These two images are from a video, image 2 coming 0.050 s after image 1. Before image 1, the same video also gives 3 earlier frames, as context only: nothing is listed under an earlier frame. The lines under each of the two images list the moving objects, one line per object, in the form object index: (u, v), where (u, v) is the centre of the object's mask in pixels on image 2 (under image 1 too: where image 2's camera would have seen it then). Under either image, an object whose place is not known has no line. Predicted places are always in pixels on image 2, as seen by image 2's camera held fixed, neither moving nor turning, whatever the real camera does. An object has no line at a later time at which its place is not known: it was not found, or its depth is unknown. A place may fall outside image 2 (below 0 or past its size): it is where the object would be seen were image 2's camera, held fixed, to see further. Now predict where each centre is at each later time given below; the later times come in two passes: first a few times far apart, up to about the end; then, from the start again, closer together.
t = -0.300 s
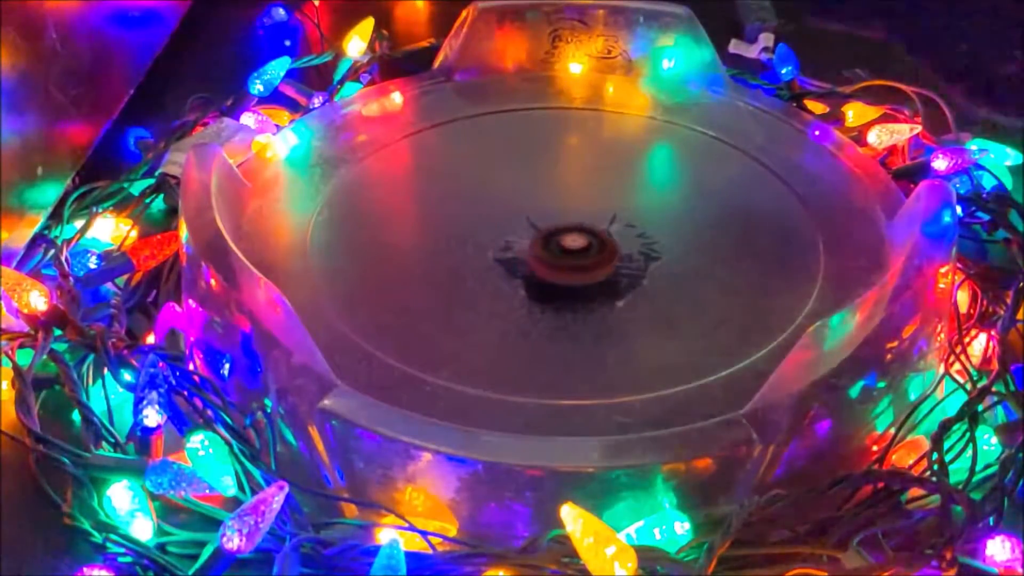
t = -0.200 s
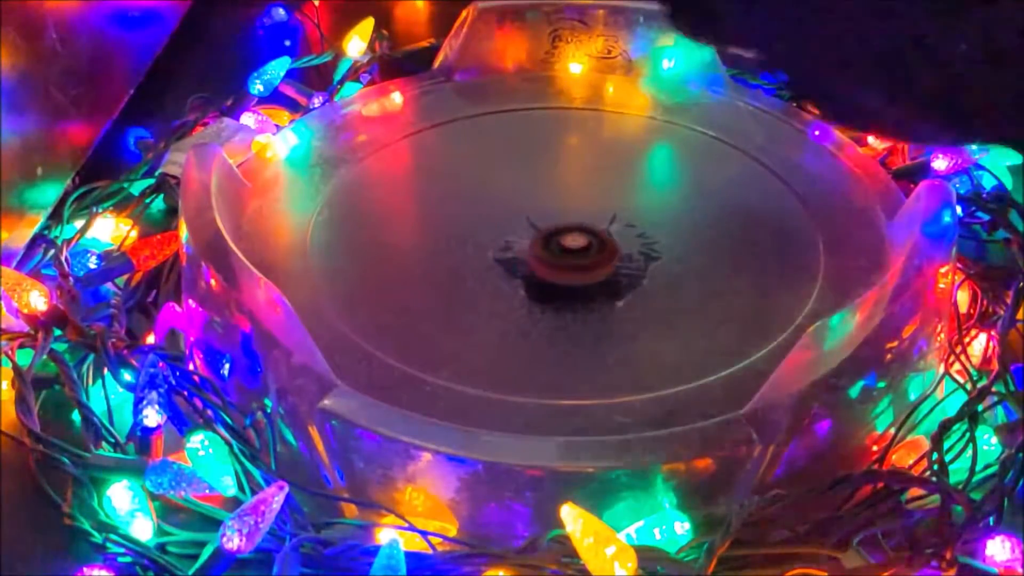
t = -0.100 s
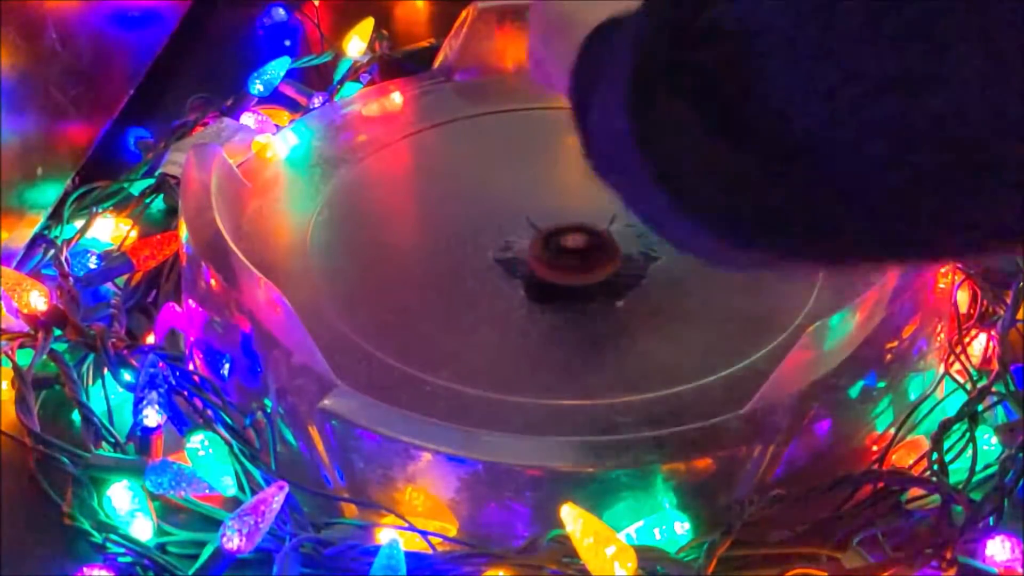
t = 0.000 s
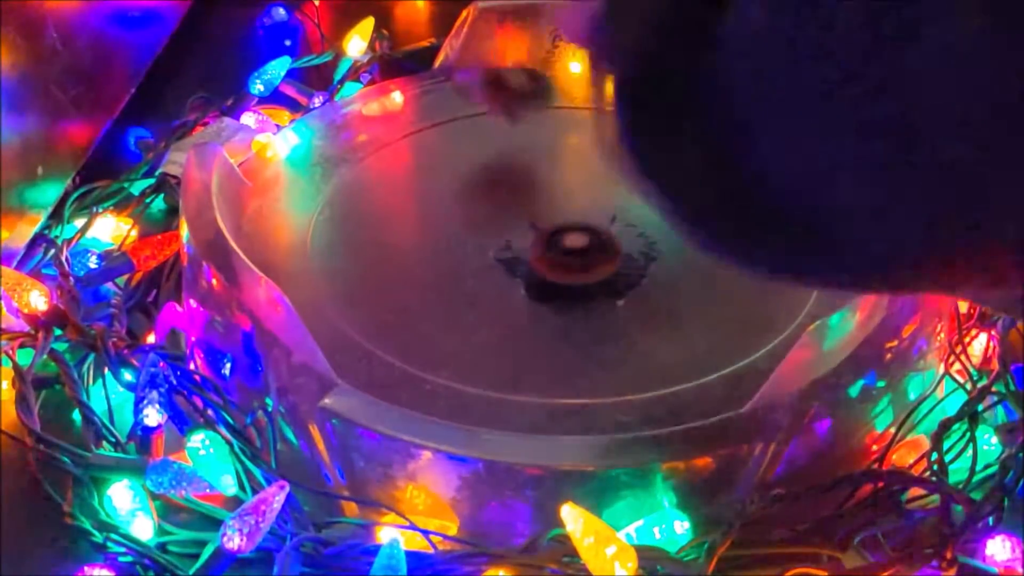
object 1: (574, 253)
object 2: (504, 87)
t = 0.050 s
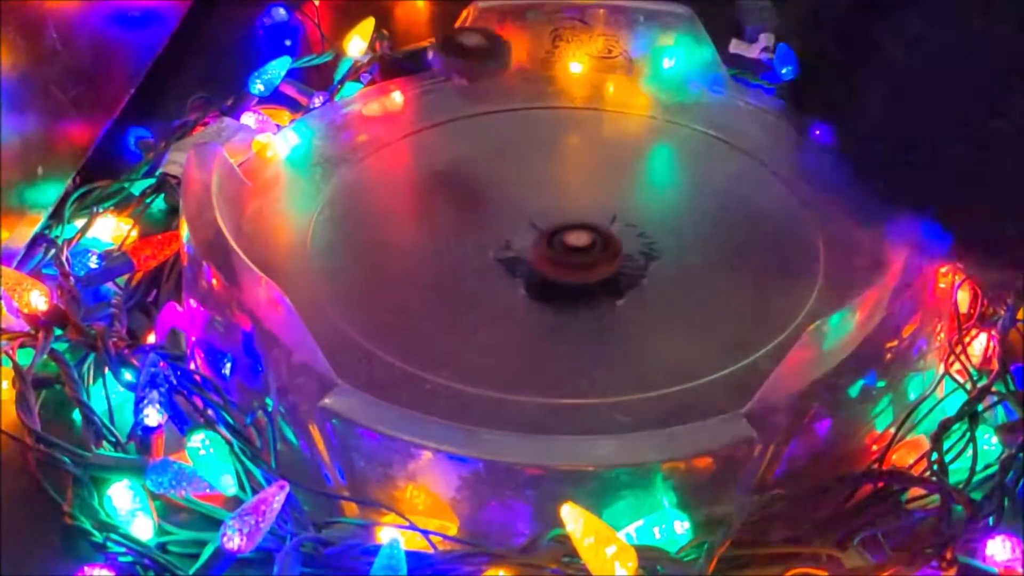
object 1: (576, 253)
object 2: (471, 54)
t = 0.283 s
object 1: (577, 253)
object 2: (339, 116)
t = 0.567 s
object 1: (576, 247)
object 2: (375, 205)
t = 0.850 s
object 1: (580, 243)
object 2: (485, 261)
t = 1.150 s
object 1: (637, 239)
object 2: (533, 287)
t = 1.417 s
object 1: (632, 236)
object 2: (587, 284)
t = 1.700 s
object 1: (637, 231)
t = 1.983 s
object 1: (625, 222)
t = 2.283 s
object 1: (624, 218)
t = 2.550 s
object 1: (607, 220)
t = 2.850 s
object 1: (575, 215)
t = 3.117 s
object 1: (565, 209)
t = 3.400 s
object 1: (554, 206)
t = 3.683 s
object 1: (566, 205)
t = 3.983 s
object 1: (583, 215)
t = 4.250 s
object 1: (590, 223)
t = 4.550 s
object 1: (607, 230)
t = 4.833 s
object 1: (612, 235)
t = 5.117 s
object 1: (620, 235)
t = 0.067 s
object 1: (576, 252)
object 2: (456, 51)
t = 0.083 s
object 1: (576, 252)
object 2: (441, 52)
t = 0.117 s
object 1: (576, 252)
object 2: (419, 67)
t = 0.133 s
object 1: (576, 252)
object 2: (405, 80)
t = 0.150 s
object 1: (576, 252)
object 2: (390, 95)
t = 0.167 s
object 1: (576, 252)
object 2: (381, 86)
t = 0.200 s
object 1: (576, 252)
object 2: (367, 87)
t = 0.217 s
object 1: (577, 253)
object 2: (357, 90)
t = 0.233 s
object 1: (577, 253)
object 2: (352, 100)
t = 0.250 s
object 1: (577, 253)
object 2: (347, 108)
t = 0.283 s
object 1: (577, 253)
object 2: (339, 116)
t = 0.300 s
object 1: (577, 252)
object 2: (338, 120)
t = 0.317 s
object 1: (577, 252)
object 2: (338, 124)
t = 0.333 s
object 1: (577, 252)
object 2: (337, 128)
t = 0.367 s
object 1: (577, 252)
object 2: (337, 135)
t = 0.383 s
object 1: (577, 251)
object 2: (338, 139)
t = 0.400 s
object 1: (577, 251)
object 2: (339, 143)
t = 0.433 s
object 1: (576, 250)
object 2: (342, 156)
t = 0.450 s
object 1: (576, 250)
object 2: (344, 163)
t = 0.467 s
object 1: (576, 249)
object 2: (347, 169)
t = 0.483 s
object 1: (576, 249)
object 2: (351, 175)
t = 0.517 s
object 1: (575, 248)
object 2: (360, 187)
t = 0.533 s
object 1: (575, 247)
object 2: (365, 193)
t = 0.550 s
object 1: (575, 247)
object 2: (370, 199)
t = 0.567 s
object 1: (576, 247)
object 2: (375, 205)
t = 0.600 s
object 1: (576, 246)
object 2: (388, 216)
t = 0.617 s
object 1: (576, 246)
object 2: (395, 221)
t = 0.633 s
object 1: (576, 246)
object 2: (400, 225)
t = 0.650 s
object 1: (576, 245)
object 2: (406, 231)
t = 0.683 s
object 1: (576, 245)
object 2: (420, 239)
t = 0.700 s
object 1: (577, 244)
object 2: (427, 242)
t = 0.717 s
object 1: (577, 244)
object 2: (433, 247)
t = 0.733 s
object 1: (578, 244)
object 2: (441, 250)
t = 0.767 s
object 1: (578, 244)
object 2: (452, 254)
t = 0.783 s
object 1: (578, 244)
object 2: (459, 256)
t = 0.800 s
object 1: (579, 244)
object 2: (467, 258)
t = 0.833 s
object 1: (579, 243)
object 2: (479, 260)
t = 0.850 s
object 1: (580, 243)
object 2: (485, 261)
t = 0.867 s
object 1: (581, 243)
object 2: (492, 262)
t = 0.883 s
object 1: (583, 242)
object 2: (499, 262)
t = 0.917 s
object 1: (586, 240)
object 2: (507, 263)
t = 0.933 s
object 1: (591, 235)
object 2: (500, 268)
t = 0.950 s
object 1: (602, 233)
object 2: (497, 271)
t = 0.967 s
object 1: (607, 229)
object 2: (492, 274)
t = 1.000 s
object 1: (617, 226)
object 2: (487, 278)
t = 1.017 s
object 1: (622, 225)
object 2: (488, 279)
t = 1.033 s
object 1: (627, 224)
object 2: (491, 281)
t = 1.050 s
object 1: (629, 224)
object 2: (494, 282)
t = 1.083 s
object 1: (632, 227)
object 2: (504, 285)
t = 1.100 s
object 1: (634, 230)
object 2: (511, 286)
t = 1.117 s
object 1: (636, 233)
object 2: (517, 287)
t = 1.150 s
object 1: (637, 239)
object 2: (533, 287)
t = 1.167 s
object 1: (636, 241)
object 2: (540, 287)
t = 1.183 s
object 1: (634, 243)
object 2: (548, 287)
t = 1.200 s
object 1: (632, 245)
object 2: (556, 285)
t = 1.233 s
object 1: (630, 245)
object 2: (569, 283)
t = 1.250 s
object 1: (629, 244)
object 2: (573, 282)
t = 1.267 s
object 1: (629, 242)
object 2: (571, 284)
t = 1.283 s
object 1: (629, 240)
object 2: (571, 285)
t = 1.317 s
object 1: (630, 238)
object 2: (572, 286)
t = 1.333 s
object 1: (630, 238)
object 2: (573, 286)
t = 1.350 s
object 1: (630, 237)
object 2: (576, 286)
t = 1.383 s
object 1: (631, 237)
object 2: (579, 286)
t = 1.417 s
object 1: (632, 236)
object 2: (587, 284)
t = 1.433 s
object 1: (632, 235)
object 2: (590, 283)
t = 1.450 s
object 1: (632, 235)
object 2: (593, 281)
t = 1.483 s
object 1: (633, 233)
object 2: (593, 282)
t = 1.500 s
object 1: (633, 231)
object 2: (590, 283)
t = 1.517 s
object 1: (634, 229)
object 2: (587, 285)
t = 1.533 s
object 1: (638, 227)
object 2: (586, 286)
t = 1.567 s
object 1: (640, 225)
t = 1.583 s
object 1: (641, 225)
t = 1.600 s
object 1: (641, 226)
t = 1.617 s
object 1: (641, 226)
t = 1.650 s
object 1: (641, 229)
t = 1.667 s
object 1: (640, 230)
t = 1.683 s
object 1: (638, 230)
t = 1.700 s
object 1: (637, 231)
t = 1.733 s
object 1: (634, 231)
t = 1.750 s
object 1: (633, 231)
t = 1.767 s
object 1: (632, 231)
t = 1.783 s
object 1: (633, 231)
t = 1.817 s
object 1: (633, 230)
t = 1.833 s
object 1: (633, 230)
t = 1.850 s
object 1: (632, 229)
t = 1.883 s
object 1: (630, 227)
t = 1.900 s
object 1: (630, 226)
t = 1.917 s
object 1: (628, 225)
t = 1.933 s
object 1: (627, 224)
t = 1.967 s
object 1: (626, 223)
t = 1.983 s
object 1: (625, 222)
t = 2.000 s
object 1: (624, 221)
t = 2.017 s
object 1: (623, 220)
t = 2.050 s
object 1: (623, 219)
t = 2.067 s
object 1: (623, 218)
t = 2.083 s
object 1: (622, 218)
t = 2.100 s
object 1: (622, 217)
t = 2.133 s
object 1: (622, 216)
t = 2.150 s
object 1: (623, 216)
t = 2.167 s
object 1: (624, 216)
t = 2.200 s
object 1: (625, 217)
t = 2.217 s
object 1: (625, 217)
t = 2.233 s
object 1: (625, 217)
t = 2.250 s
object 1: (625, 218)
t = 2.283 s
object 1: (624, 218)
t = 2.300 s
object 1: (624, 219)
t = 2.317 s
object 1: (623, 219)
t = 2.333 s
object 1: (621, 219)
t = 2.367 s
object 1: (619, 219)
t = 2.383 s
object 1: (618, 219)
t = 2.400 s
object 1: (617, 219)
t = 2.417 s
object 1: (616, 219)
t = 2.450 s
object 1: (614, 219)
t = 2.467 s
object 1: (612, 219)
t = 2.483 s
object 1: (612, 219)
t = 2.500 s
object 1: (610, 219)
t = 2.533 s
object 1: (608, 220)
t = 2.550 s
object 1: (607, 220)
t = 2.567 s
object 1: (605, 220)
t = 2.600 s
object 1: (603, 220)
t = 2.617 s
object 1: (600, 220)
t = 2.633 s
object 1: (598, 220)
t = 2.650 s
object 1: (597, 220)
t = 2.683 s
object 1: (592, 219)
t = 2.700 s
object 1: (591, 220)
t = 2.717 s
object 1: (587, 219)
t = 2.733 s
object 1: (585, 219)
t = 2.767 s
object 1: (582, 218)
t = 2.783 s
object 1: (580, 217)
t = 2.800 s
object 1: (579, 216)
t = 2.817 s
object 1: (578, 216)
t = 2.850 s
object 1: (575, 215)
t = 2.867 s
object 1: (575, 215)
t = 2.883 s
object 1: (574, 217)
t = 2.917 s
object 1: (571, 214)
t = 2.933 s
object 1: (570, 213)
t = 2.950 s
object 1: (569, 212)
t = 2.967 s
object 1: (568, 212)
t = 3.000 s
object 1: (566, 210)
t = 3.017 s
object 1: (566, 209)
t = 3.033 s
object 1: (566, 209)
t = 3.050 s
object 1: (565, 209)
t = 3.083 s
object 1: (565, 209)
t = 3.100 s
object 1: (565, 209)
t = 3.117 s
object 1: (565, 209)
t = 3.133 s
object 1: (564, 209)
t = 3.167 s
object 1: (563, 209)
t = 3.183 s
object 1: (563, 209)
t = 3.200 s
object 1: (562, 209)
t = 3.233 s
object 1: (561, 209)
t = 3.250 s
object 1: (560, 208)
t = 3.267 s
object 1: (560, 209)
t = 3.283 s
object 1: (559, 208)
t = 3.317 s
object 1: (557, 208)
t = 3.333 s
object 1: (556, 208)
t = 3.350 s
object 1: (556, 207)
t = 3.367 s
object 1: (556, 207)
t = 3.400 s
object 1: (554, 206)
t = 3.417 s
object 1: (554, 205)
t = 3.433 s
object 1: (555, 205)
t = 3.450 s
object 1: (555, 204)
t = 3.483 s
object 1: (557, 203)
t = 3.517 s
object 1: (558, 203)
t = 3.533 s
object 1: (560, 203)
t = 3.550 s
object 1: (560, 202)
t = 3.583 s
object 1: (561, 203)
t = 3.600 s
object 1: (561, 203)
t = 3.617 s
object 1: (562, 203)
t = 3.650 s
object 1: (565, 203)
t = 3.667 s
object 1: (565, 203)
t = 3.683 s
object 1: (566, 205)
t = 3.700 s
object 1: (567, 205)
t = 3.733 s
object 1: (568, 206)
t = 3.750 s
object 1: (569, 207)
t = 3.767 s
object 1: (570, 207)
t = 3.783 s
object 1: (571, 207)
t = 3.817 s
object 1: (573, 209)
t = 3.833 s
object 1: (573, 211)
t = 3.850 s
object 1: (574, 211)
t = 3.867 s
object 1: (576, 211)
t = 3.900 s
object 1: (579, 212)
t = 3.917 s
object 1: (581, 212)
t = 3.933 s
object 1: (582, 213)
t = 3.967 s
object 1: (583, 214)
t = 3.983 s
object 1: (583, 215)
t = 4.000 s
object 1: (583, 217)
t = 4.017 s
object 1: (583, 218)
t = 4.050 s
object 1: (583, 220)
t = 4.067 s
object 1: (584, 221)
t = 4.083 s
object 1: (585, 222)
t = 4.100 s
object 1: (585, 222)
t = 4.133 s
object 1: (585, 222)
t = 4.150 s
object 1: (586, 223)
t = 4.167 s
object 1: (586, 223)
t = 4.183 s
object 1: (586, 223)
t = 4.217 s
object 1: (588, 223)
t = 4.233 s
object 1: (589, 223)
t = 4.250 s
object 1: (590, 223)
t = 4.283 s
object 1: (591, 224)
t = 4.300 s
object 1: (592, 225)
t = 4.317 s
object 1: (593, 225)
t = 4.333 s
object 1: (594, 226)
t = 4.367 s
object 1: (596, 227)
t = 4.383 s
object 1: (597, 228)
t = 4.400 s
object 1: (598, 229)
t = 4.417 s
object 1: (599, 229)
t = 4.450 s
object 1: (601, 228)
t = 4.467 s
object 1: (602, 228)
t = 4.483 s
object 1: (602, 228)
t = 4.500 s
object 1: (603, 229)
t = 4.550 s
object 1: (607, 230)
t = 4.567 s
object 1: (608, 230)
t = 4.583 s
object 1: (610, 229)
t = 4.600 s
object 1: (612, 229)
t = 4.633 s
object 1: (614, 229)
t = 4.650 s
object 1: (614, 230)
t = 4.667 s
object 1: (614, 231)
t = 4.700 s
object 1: (614, 232)
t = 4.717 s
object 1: (614, 234)
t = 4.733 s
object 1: (613, 235)
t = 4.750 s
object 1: (612, 235)
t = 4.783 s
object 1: (612, 235)
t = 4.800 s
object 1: (612, 235)
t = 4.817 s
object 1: (612, 235)
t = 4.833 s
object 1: (612, 235)
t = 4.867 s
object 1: (612, 235)
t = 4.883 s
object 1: (613, 235)
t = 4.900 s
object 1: (614, 235)
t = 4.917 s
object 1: (615, 235)
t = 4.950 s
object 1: (617, 233)
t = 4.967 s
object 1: (618, 233)
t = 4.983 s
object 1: (619, 233)
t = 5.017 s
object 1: (619, 233)
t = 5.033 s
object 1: (620, 233)
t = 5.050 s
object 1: (621, 234)
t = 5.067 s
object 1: (621, 234)
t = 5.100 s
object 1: (621, 235)
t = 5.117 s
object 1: (620, 235)
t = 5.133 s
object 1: (619, 236)
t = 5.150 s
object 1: (618, 236)
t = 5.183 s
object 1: (617, 237)
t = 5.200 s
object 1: (616, 237)
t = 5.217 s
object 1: (614, 237)
